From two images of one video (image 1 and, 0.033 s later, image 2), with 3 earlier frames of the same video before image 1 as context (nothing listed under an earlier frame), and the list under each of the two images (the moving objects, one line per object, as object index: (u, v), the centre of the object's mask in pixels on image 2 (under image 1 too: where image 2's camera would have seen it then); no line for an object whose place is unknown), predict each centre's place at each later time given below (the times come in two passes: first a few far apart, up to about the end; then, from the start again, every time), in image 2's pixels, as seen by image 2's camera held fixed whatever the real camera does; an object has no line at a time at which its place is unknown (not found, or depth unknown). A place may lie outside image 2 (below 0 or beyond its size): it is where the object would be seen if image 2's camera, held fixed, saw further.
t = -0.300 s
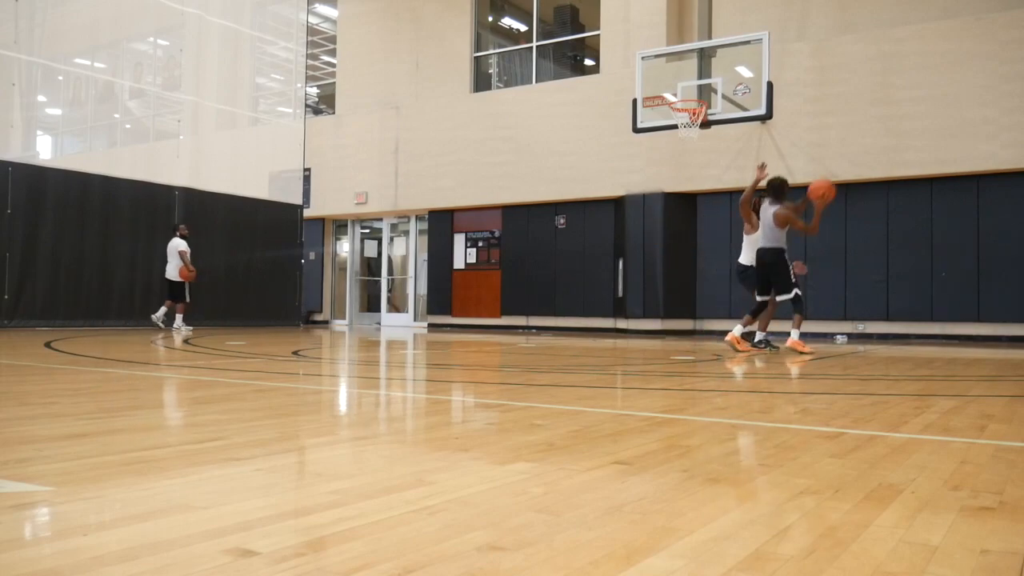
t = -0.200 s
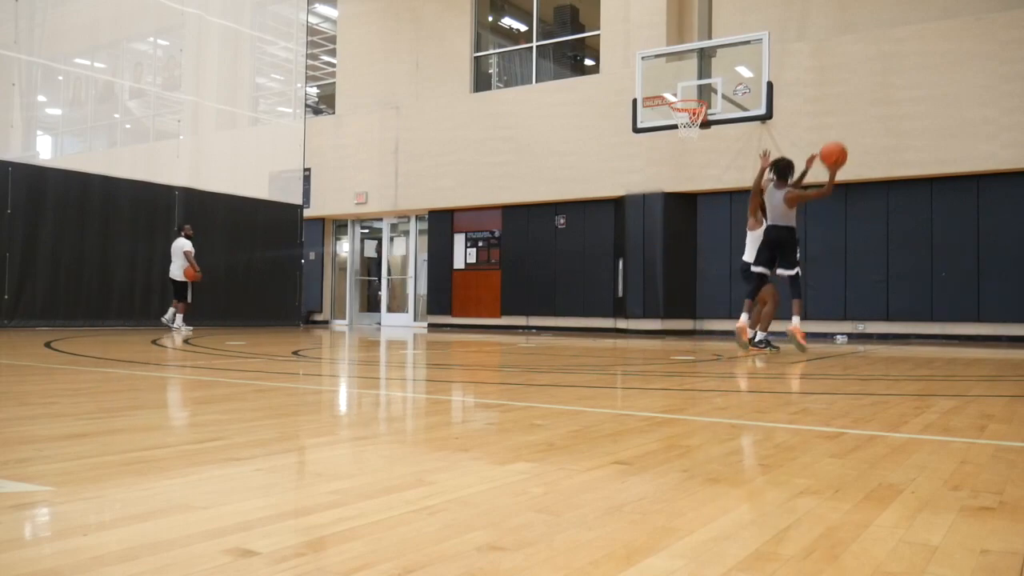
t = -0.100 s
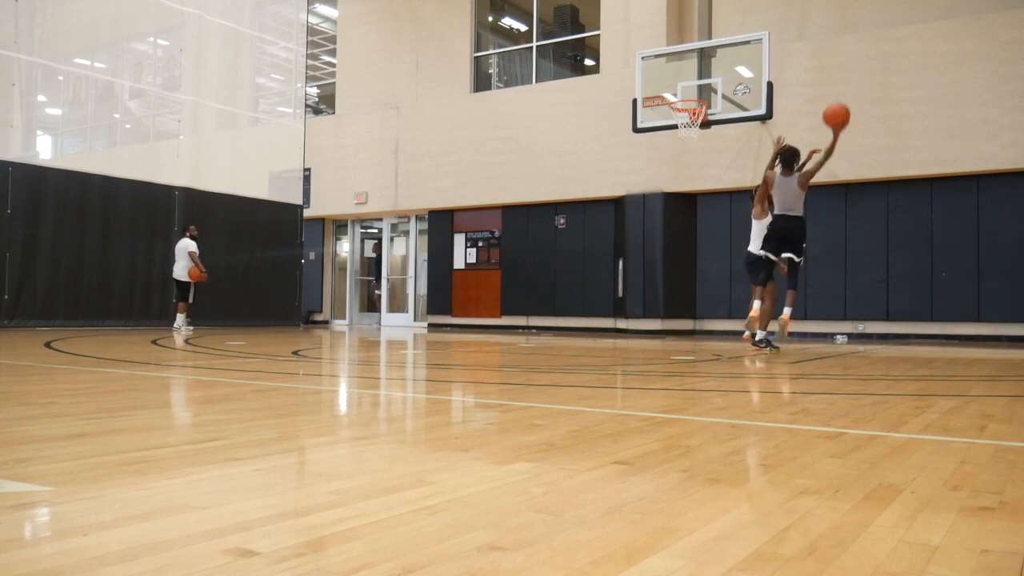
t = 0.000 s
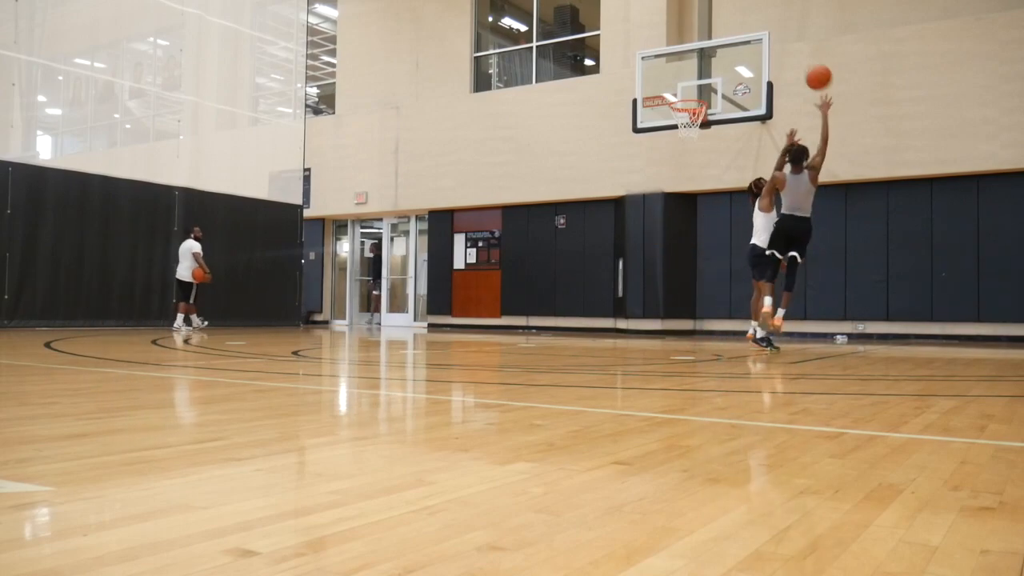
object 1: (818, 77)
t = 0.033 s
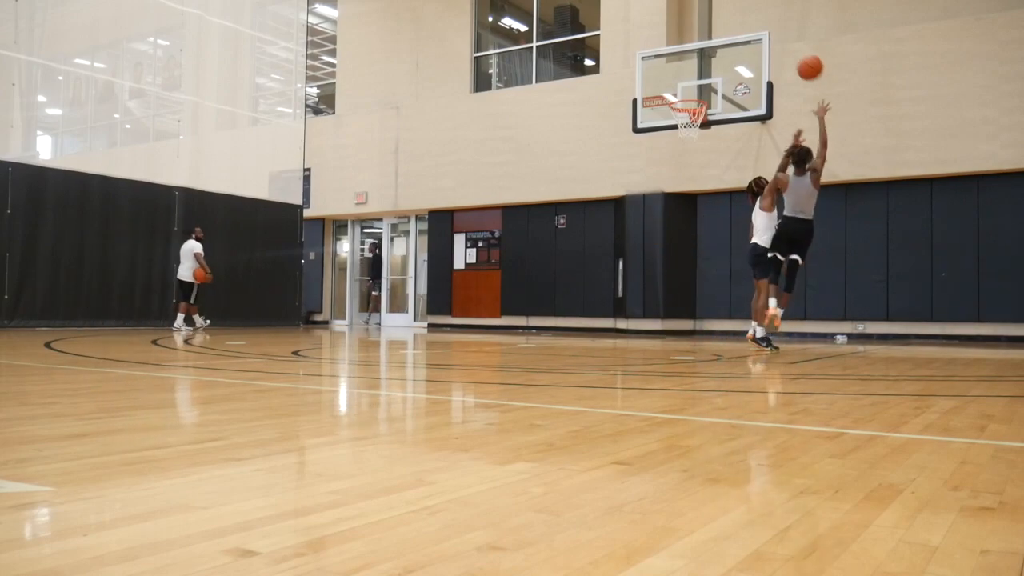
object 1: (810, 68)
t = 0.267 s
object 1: (757, 38)
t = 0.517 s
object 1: (713, 60)
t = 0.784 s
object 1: (689, 93)
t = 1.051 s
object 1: (693, 64)
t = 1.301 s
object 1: (697, 86)
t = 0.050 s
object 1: (806, 63)
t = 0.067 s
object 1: (801, 60)
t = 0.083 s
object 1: (797, 56)
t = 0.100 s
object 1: (793, 53)
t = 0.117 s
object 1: (789, 50)
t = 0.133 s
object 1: (786, 48)
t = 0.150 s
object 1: (782, 45)
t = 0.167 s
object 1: (778, 43)
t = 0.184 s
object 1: (775, 42)
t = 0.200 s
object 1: (771, 41)
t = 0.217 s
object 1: (767, 40)
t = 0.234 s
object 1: (764, 39)
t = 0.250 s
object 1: (761, 38)
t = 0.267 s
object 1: (757, 38)
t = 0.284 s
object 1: (754, 37)
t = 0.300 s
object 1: (751, 38)
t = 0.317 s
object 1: (748, 38)
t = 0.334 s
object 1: (744, 39)
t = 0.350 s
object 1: (741, 40)
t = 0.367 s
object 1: (739, 41)
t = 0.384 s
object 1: (735, 42)
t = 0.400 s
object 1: (732, 44)
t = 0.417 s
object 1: (729, 45)
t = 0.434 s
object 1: (726, 47)
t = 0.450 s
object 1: (724, 49)
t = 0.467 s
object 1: (720, 52)
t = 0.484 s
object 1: (718, 54)
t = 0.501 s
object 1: (715, 57)
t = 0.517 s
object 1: (713, 60)
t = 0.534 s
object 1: (710, 63)
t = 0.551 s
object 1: (707, 66)
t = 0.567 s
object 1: (705, 69)
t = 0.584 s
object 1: (703, 73)
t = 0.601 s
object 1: (700, 77)
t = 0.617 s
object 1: (698, 81)
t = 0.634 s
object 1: (695, 85)
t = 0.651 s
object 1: (693, 89)
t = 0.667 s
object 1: (691, 92)
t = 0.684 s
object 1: (688, 95)
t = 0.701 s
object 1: (686, 97)
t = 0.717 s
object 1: (686, 97)
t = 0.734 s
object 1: (687, 96)
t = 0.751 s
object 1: (688, 95)
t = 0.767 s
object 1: (688, 94)
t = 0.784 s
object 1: (689, 93)
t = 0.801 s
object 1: (689, 90)
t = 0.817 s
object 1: (689, 87)
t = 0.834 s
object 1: (690, 84)
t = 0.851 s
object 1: (690, 81)
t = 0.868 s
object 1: (690, 78)
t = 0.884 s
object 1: (691, 76)
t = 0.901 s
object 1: (691, 74)
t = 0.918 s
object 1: (691, 72)
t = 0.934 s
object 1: (692, 70)
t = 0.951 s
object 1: (692, 69)
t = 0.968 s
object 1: (692, 67)
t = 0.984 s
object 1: (692, 66)
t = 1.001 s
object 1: (692, 65)
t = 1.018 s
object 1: (693, 65)
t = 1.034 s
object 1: (693, 64)
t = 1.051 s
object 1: (693, 64)
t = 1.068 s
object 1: (694, 64)
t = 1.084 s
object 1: (694, 64)
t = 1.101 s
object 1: (694, 64)
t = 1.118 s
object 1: (694, 65)
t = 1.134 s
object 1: (694, 66)
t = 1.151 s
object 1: (695, 66)
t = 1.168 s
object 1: (695, 68)
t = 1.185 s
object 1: (695, 69)
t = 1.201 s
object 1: (695, 71)
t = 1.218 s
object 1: (696, 73)
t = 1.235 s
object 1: (696, 75)
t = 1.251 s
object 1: (697, 77)
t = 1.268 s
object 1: (697, 80)
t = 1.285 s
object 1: (697, 83)
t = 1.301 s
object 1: (697, 86)
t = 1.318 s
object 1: (698, 89)
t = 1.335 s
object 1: (698, 92)
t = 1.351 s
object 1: (698, 96)
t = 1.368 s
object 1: (698, 99)
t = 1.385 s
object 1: (699, 105)
